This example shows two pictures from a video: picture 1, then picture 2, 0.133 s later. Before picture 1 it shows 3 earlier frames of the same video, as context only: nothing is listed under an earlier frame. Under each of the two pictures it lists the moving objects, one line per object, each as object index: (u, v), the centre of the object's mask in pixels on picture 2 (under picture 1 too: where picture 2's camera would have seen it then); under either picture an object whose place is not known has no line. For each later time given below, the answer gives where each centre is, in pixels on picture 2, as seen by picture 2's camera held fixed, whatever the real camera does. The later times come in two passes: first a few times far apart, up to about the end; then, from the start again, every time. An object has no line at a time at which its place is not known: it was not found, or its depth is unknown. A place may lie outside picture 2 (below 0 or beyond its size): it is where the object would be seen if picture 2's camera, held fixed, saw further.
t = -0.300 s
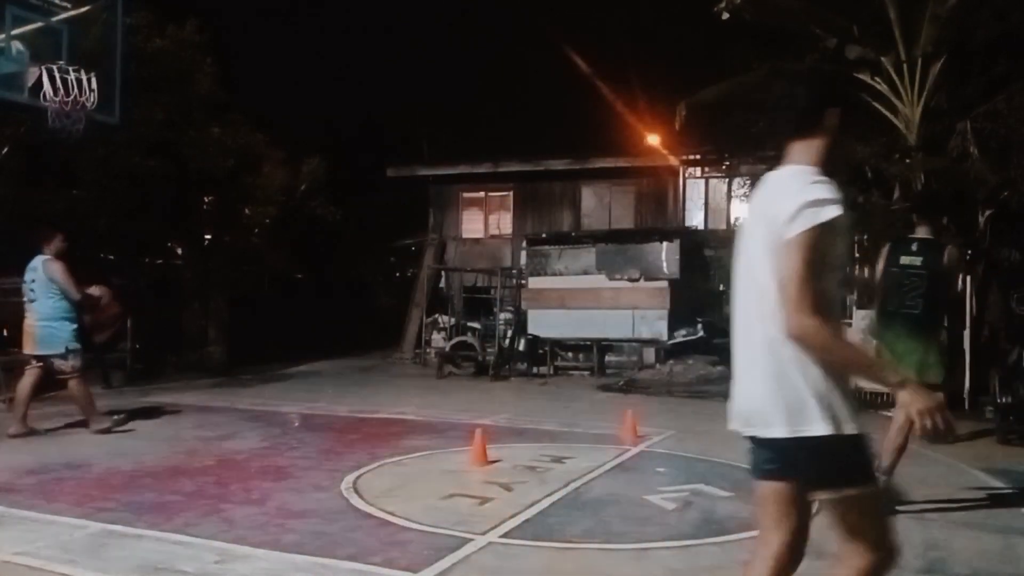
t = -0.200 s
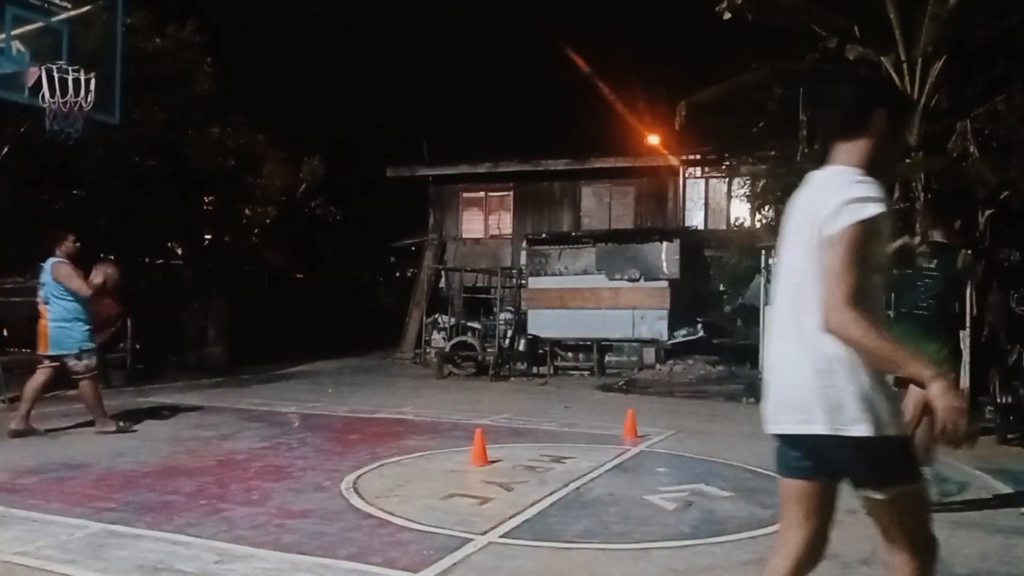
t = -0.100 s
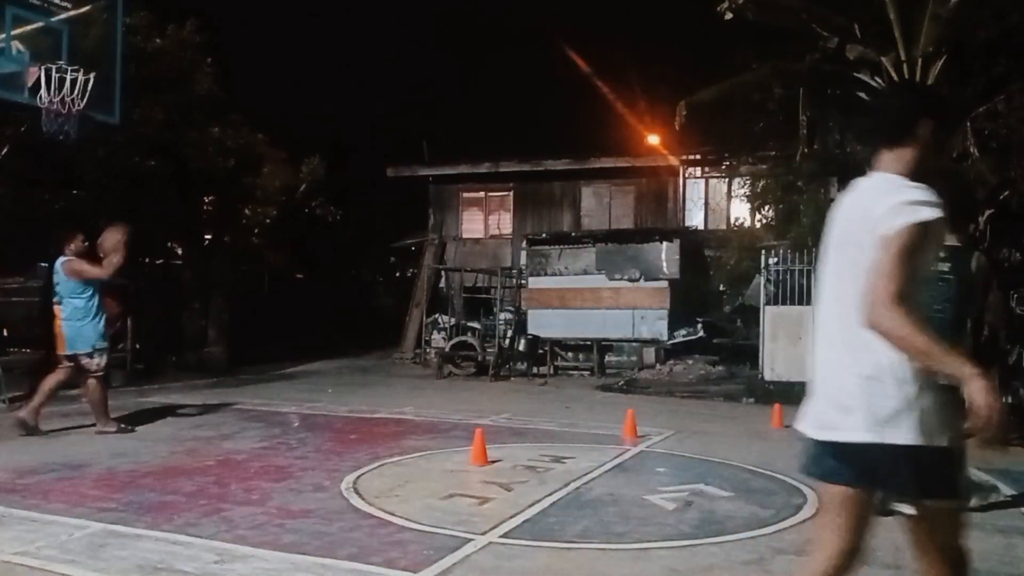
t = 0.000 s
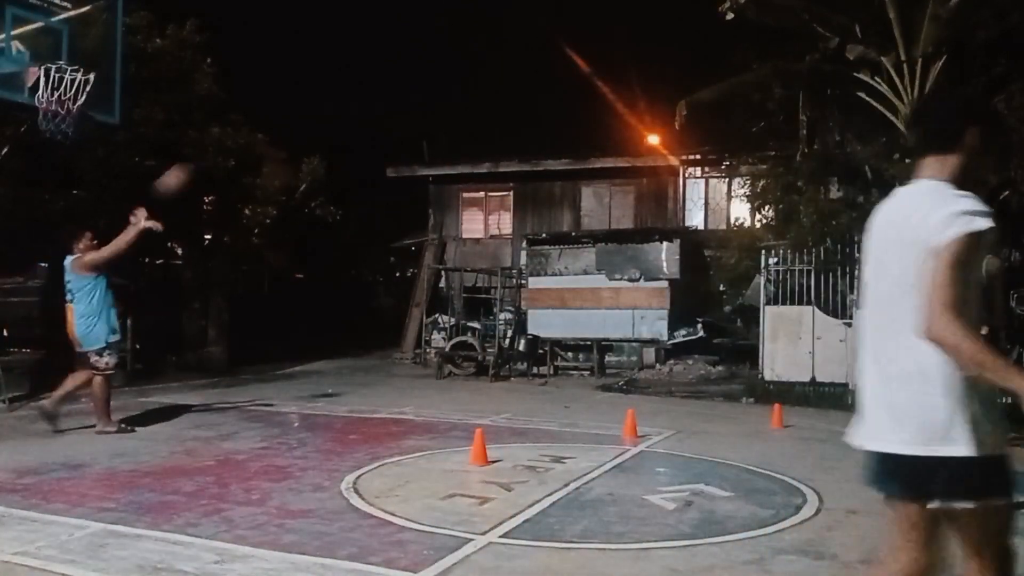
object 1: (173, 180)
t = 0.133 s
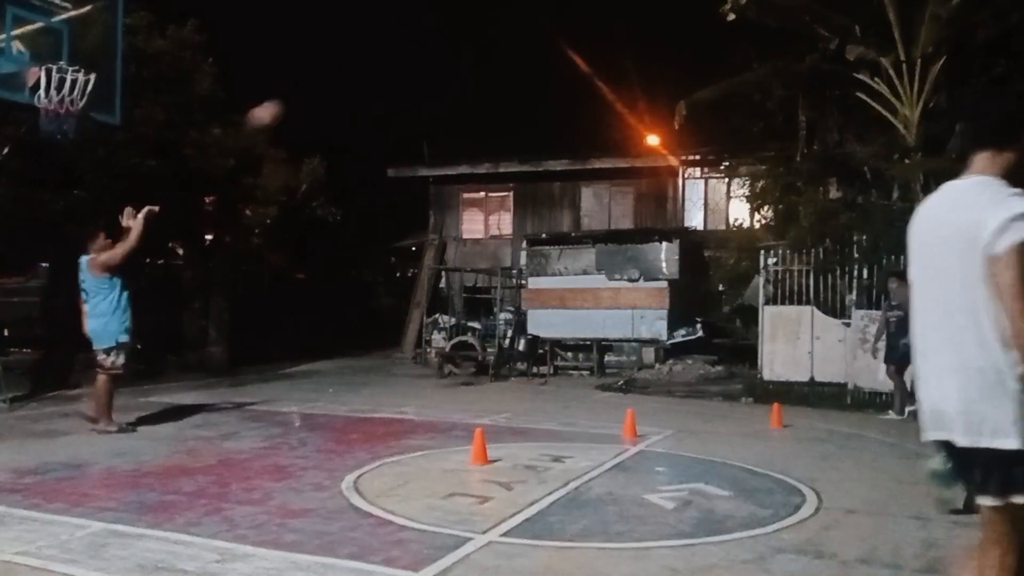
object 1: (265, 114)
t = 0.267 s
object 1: (349, 70)
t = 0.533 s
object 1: (513, 39)
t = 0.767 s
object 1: (651, 75)
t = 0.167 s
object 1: (287, 102)
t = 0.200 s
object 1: (308, 90)
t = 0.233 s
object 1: (329, 79)
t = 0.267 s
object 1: (349, 70)
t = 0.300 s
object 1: (370, 61)
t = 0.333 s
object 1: (392, 55)
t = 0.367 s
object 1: (413, 49)
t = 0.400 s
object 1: (433, 44)
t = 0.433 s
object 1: (453, 41)
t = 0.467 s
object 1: (473, 39)
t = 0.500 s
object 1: (493, 38)
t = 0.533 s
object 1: (513, 39)
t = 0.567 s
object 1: (533, 40)
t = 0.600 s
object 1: (554, 43)
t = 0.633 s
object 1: (573, 48)
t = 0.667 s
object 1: (592, 53)
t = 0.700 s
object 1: (612, 59)
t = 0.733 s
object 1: (631, 67)
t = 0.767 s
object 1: (651, 75)
